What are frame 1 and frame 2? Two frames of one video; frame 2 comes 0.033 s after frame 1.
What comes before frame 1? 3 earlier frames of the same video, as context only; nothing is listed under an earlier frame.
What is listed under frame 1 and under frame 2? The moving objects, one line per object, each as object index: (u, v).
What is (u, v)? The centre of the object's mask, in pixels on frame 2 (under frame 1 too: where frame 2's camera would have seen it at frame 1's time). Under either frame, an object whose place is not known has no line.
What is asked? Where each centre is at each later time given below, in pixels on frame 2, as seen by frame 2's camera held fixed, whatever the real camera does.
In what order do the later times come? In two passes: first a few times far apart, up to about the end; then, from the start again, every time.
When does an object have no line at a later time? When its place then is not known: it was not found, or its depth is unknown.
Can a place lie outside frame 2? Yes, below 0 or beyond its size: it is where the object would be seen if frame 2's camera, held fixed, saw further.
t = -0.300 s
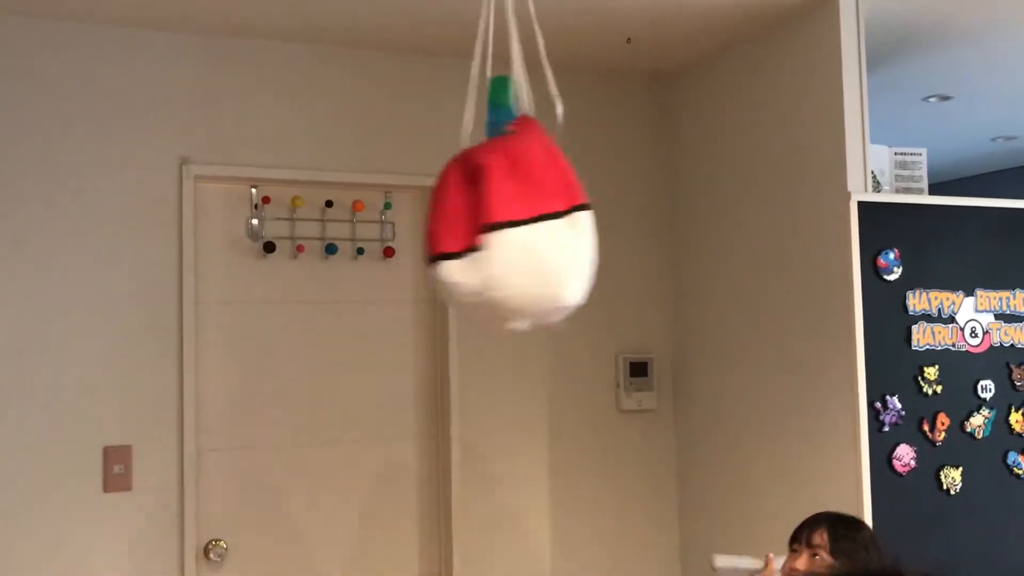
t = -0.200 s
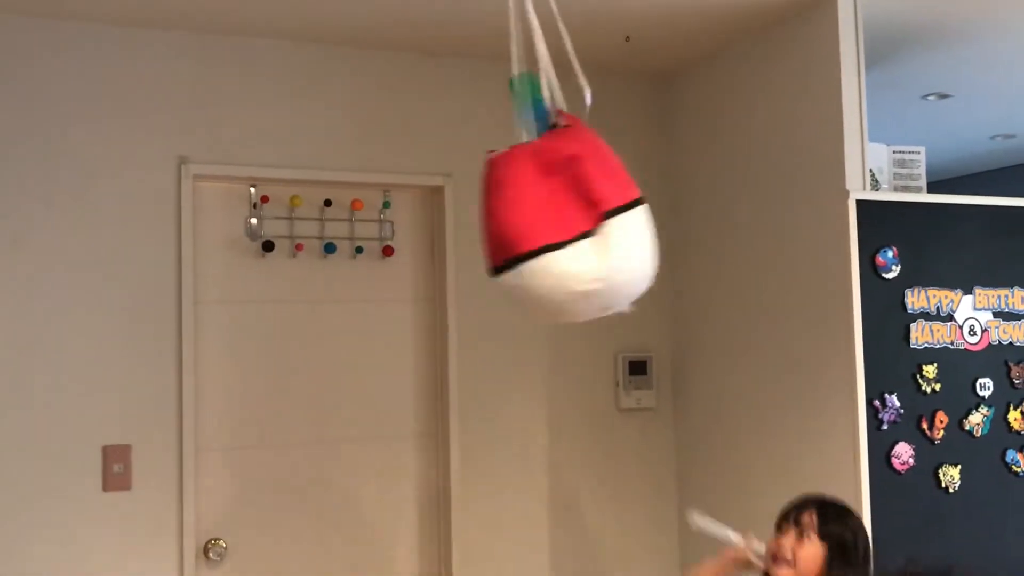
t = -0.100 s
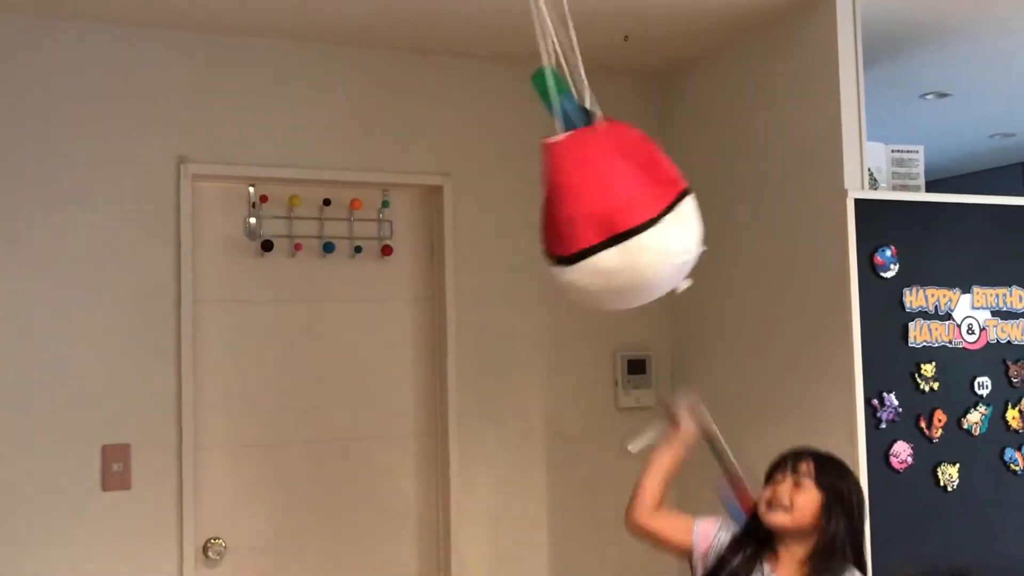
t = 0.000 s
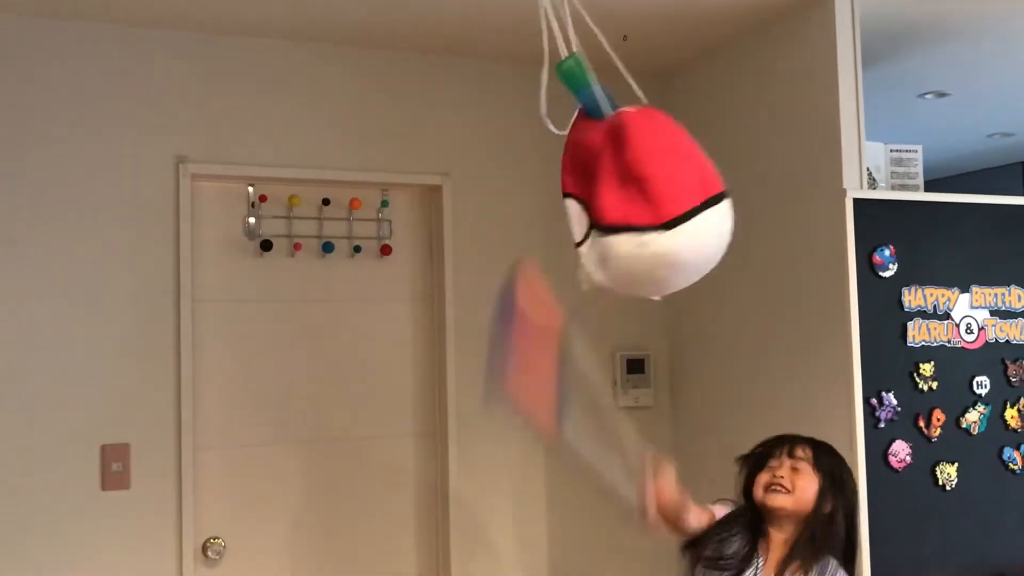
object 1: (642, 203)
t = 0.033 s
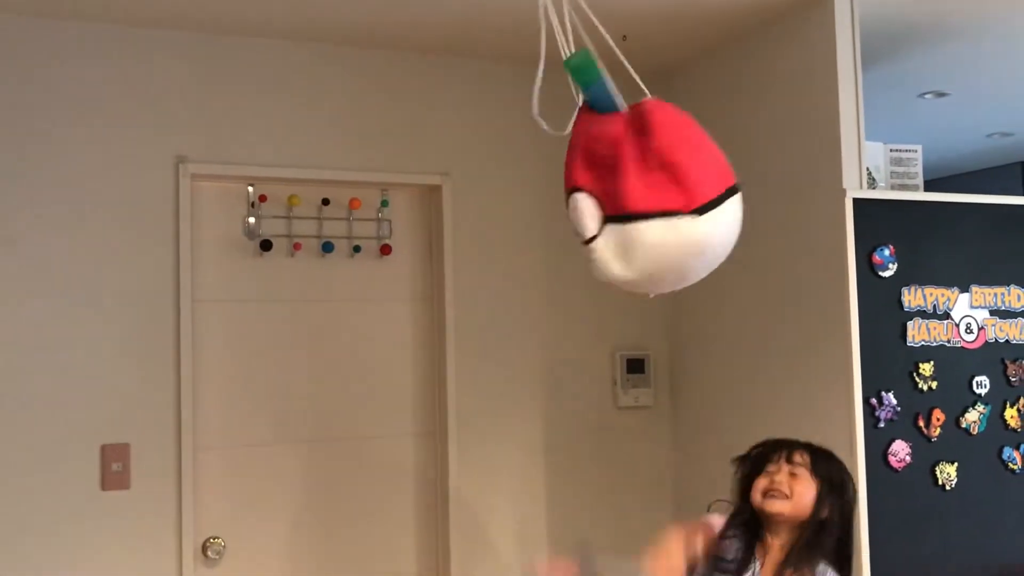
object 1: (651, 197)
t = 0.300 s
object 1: (635, 202)
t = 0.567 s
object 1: (503, 230)
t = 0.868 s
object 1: (354, 204)
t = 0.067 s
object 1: (654, 193)
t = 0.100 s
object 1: (659, 191)
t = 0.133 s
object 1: (661, 191)
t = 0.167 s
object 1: (657, 193)
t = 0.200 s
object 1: (653, 196)
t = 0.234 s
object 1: (648, 199)
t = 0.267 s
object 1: (641, 201)
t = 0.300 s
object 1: (635, 202)
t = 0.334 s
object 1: (626, 205)
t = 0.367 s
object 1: (610, 209)
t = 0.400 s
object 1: (595, 214)
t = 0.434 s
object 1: (577, 218)
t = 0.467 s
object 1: (560, 221)
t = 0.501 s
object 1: (542, 224)
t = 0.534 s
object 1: (521, 229)
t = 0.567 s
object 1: (503, 230)
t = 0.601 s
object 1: (486, 233)
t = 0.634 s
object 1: (466, 231)
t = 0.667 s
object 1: (440, 227)
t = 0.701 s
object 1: (425, 222)
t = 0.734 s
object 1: (411, 217)
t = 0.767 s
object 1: (396, 209)
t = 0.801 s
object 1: (381, 207)
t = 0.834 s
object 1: (369, 206)
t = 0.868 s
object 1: (354, 204)
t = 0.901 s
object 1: (345, 201)
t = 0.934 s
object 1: (339, 200)
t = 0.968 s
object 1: (336, 199)
